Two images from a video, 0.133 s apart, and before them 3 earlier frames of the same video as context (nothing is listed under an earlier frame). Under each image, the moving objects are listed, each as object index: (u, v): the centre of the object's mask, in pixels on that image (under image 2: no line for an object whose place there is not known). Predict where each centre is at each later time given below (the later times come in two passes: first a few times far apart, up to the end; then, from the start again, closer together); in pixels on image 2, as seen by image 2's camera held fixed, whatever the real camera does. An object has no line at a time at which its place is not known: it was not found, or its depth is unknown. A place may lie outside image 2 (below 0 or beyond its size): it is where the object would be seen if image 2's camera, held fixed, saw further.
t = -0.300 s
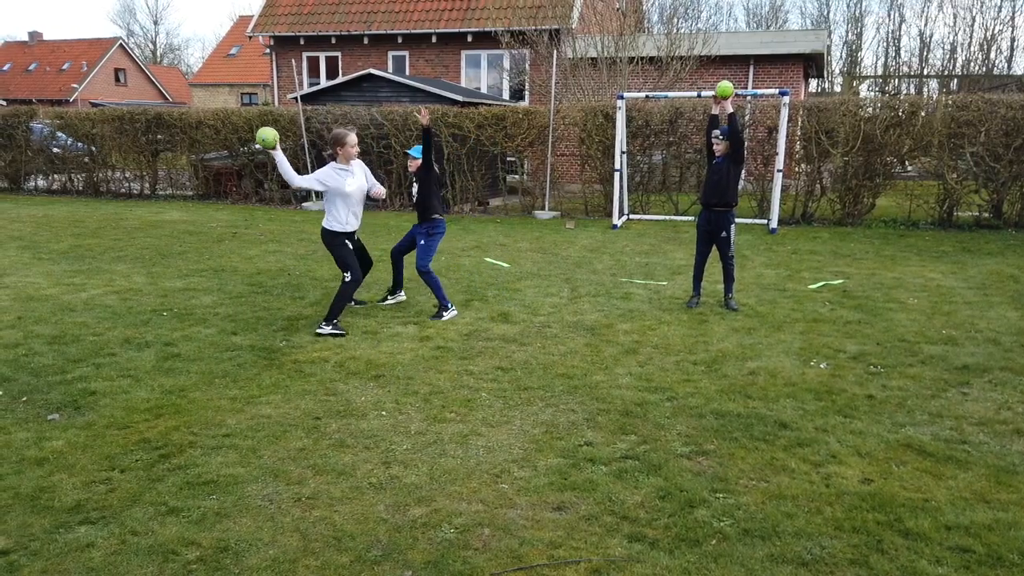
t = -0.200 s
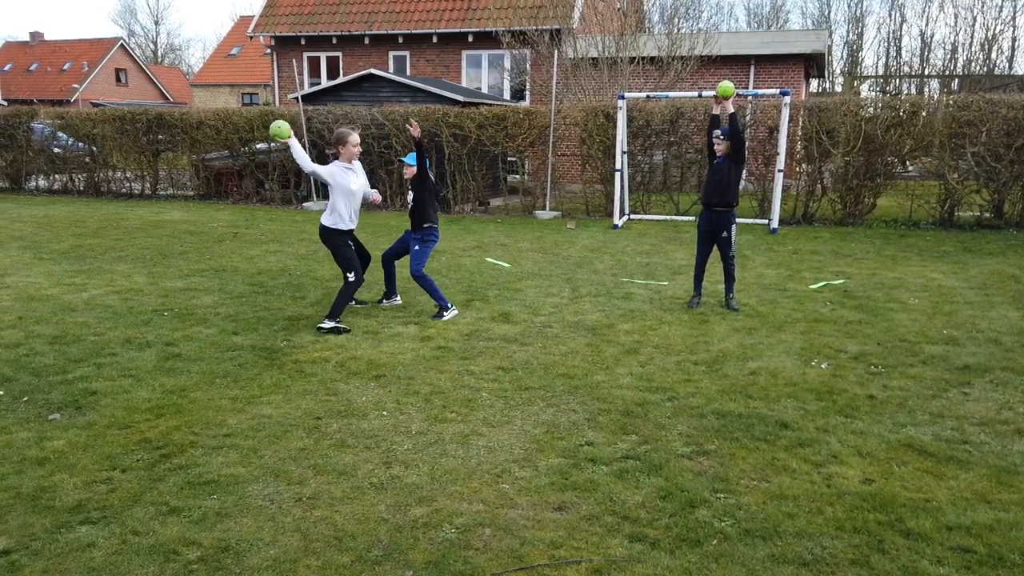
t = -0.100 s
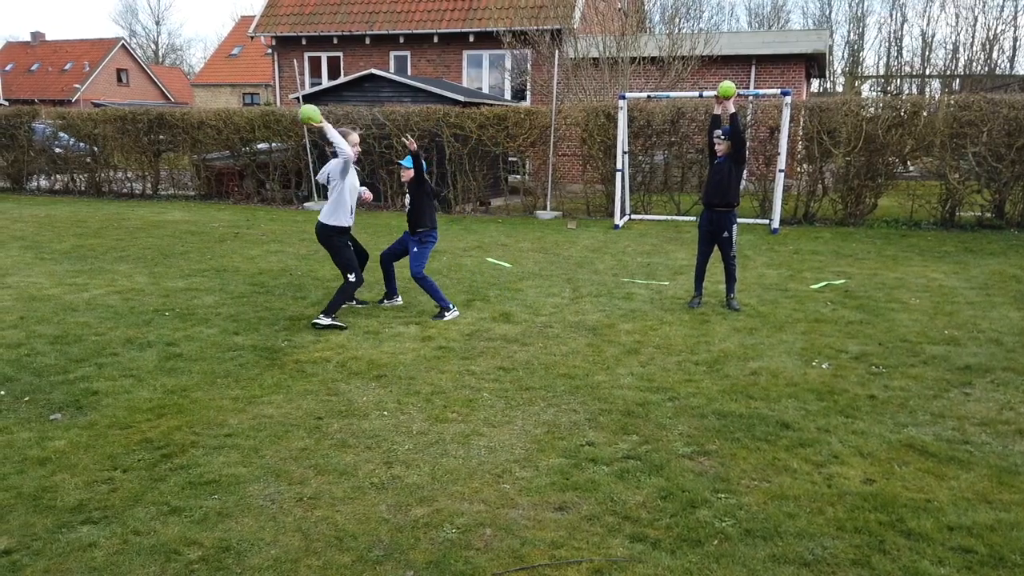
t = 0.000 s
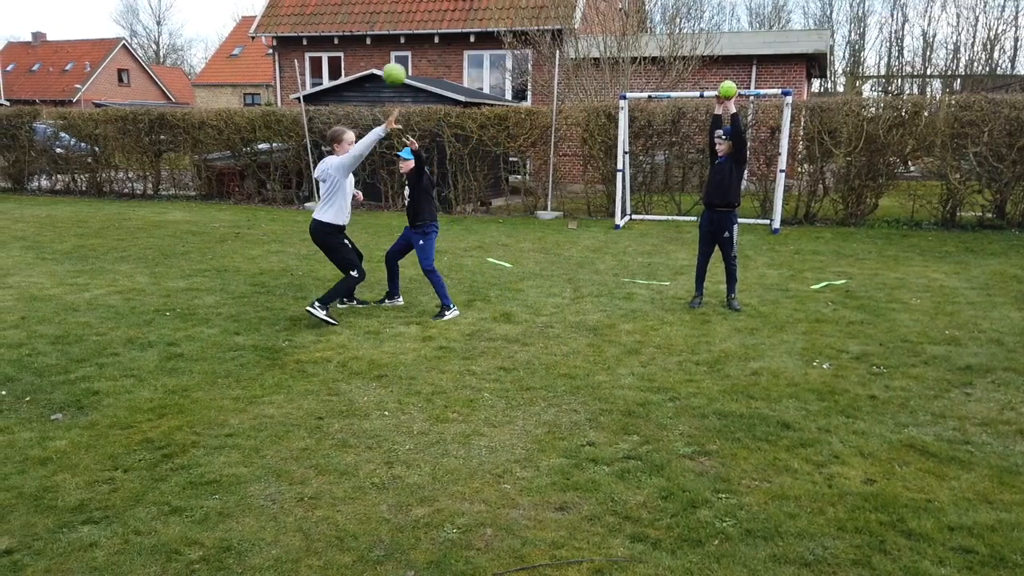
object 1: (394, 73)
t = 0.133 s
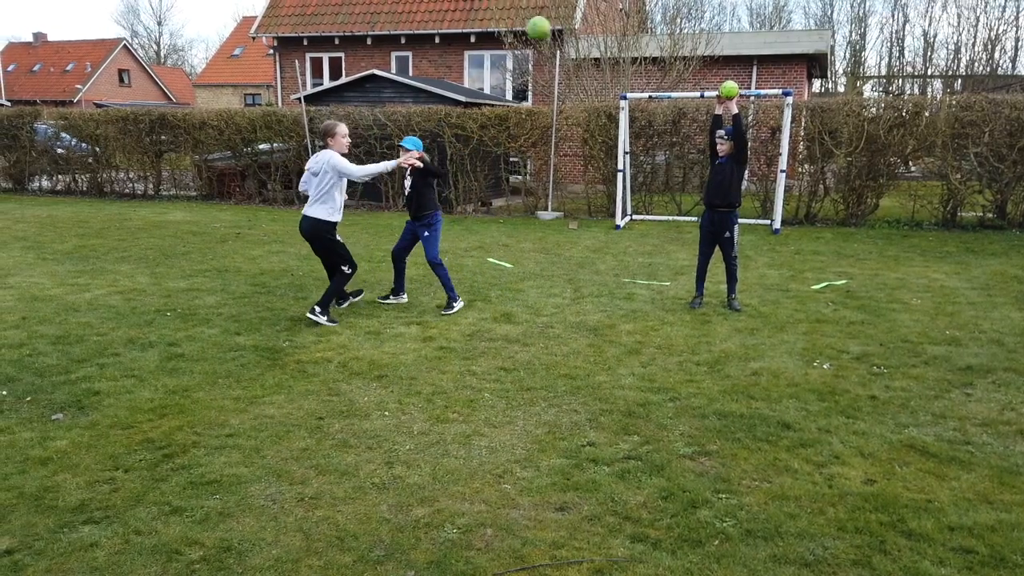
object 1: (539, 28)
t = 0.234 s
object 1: (654, 10)
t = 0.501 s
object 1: (987, 38)
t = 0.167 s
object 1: (576, 21)
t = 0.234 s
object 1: (654, 10)
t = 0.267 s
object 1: (693, 9)
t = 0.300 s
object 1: (734, 8)
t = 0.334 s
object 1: (776, 9)
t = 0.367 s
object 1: (818, 10)
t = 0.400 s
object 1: (859, 13)
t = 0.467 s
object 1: (946, 29)
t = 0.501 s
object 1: (987, 38)
